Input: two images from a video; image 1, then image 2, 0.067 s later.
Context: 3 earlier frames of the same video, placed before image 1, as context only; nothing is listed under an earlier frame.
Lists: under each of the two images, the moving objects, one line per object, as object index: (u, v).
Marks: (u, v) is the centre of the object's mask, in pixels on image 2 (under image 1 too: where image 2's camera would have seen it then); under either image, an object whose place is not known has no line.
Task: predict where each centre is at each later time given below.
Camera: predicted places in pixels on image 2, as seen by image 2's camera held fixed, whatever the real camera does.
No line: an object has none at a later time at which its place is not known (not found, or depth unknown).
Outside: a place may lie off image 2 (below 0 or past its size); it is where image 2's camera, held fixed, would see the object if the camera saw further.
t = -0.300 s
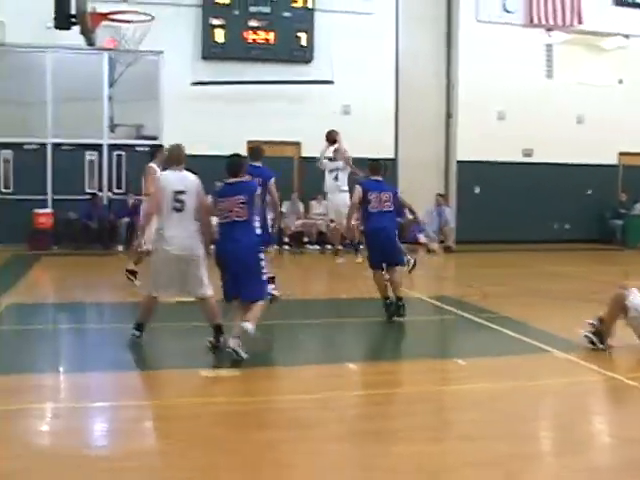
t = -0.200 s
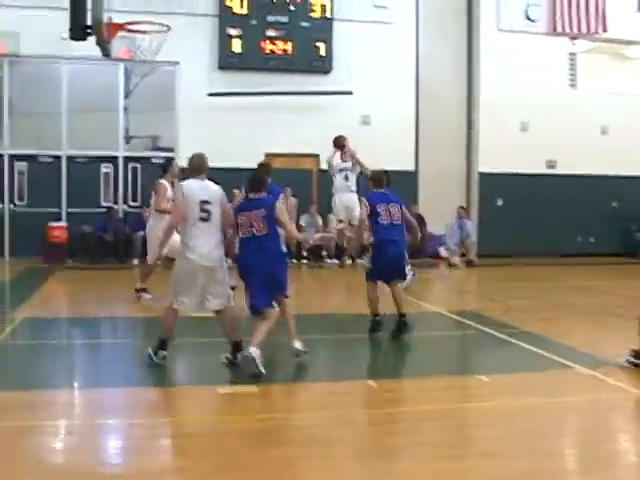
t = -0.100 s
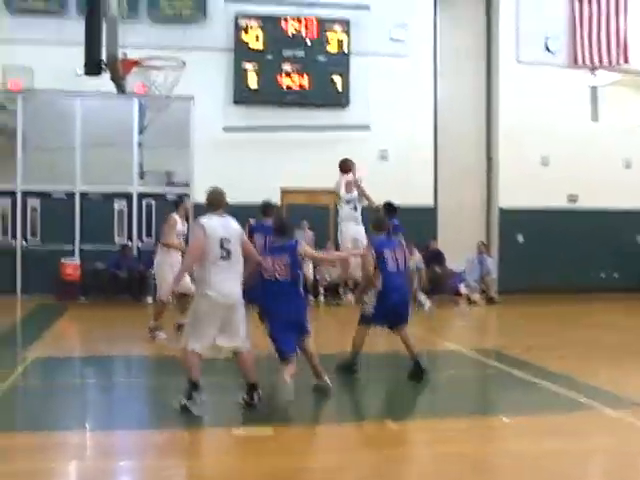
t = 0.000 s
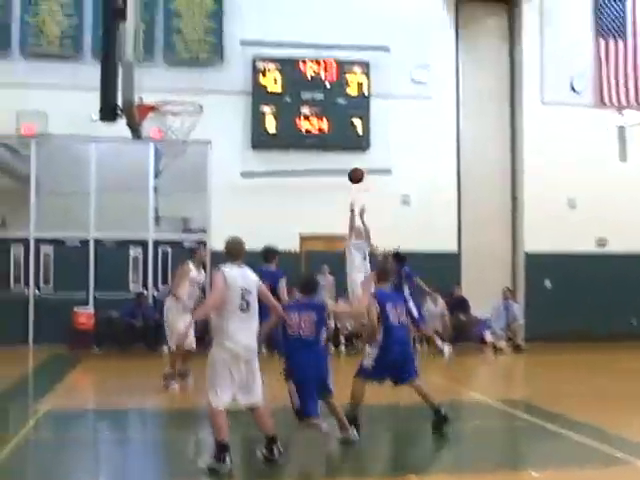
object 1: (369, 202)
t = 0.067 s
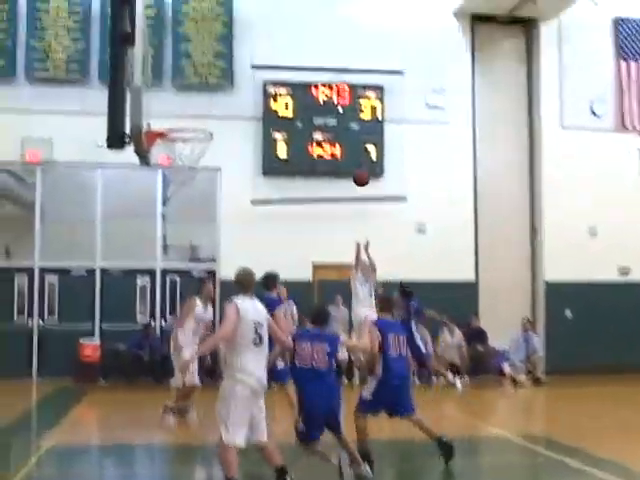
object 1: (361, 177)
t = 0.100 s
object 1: (356, 166)
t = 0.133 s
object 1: (354, 155)
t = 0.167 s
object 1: (349, 145)
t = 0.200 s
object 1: (344, 135)
